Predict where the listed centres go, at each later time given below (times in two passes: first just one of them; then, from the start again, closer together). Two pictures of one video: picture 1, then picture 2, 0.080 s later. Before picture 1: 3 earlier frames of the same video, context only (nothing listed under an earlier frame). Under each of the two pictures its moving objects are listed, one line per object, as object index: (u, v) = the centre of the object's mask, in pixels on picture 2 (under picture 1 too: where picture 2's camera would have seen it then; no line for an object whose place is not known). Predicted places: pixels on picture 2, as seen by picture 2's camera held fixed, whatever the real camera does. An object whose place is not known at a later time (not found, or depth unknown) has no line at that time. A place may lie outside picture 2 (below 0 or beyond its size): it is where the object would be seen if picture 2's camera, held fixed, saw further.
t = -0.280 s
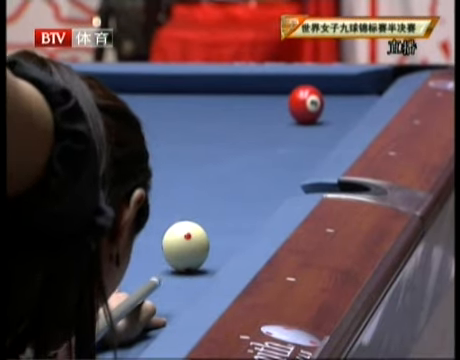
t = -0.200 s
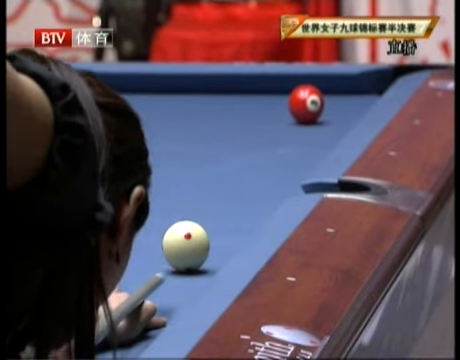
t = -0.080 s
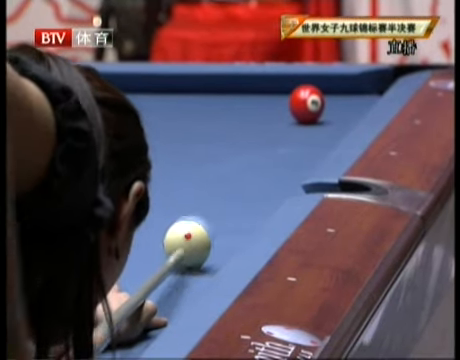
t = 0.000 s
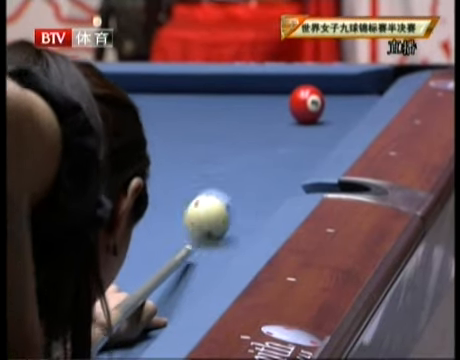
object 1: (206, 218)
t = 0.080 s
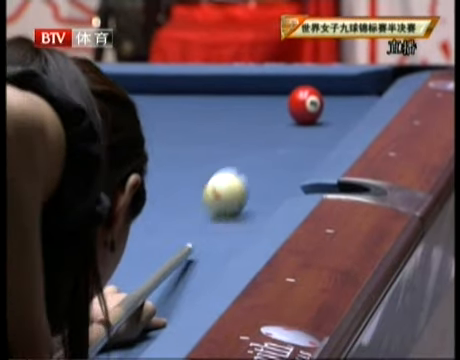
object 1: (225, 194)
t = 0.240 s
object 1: (256, 155)
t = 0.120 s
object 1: (234, 183)
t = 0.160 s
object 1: (242, 172)
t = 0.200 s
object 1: (249, 164)
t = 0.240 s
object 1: (256, 155)
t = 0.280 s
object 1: (262, 147)
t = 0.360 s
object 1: (271, 134)
